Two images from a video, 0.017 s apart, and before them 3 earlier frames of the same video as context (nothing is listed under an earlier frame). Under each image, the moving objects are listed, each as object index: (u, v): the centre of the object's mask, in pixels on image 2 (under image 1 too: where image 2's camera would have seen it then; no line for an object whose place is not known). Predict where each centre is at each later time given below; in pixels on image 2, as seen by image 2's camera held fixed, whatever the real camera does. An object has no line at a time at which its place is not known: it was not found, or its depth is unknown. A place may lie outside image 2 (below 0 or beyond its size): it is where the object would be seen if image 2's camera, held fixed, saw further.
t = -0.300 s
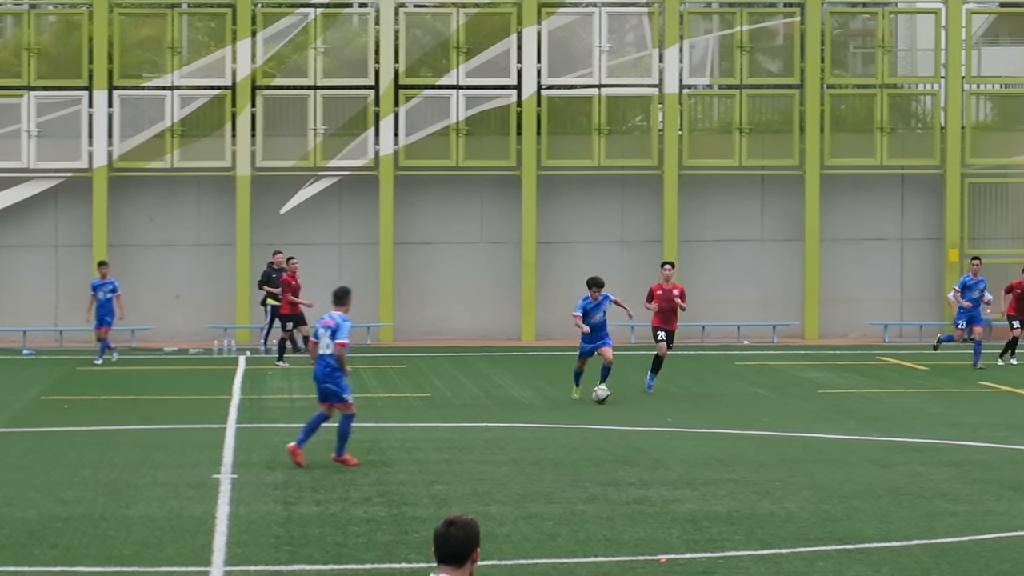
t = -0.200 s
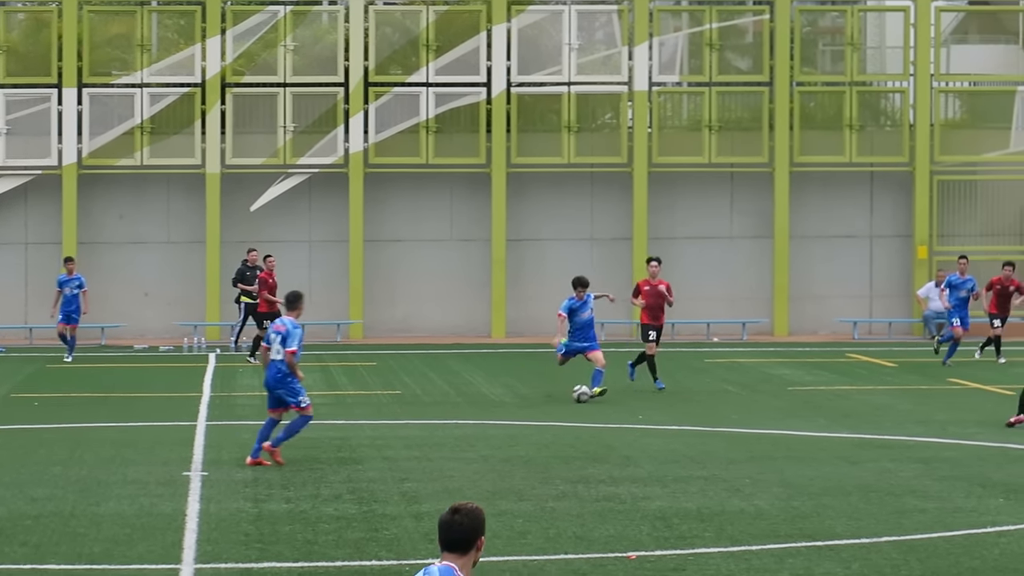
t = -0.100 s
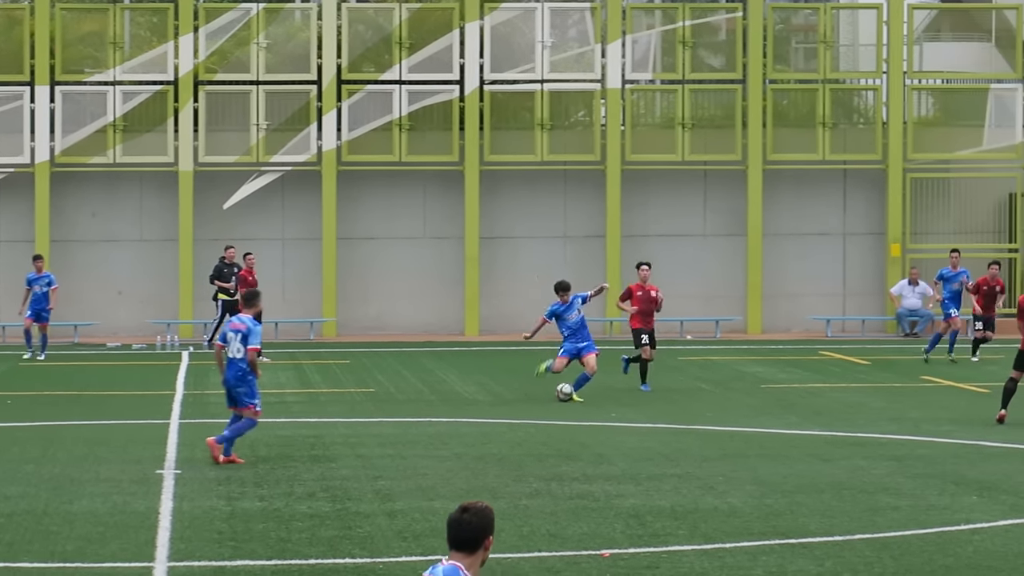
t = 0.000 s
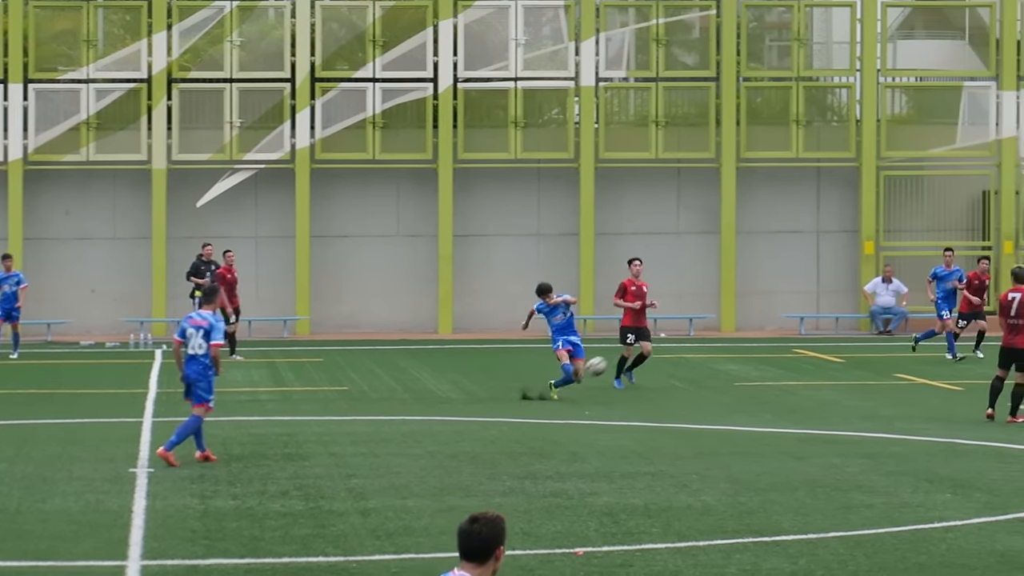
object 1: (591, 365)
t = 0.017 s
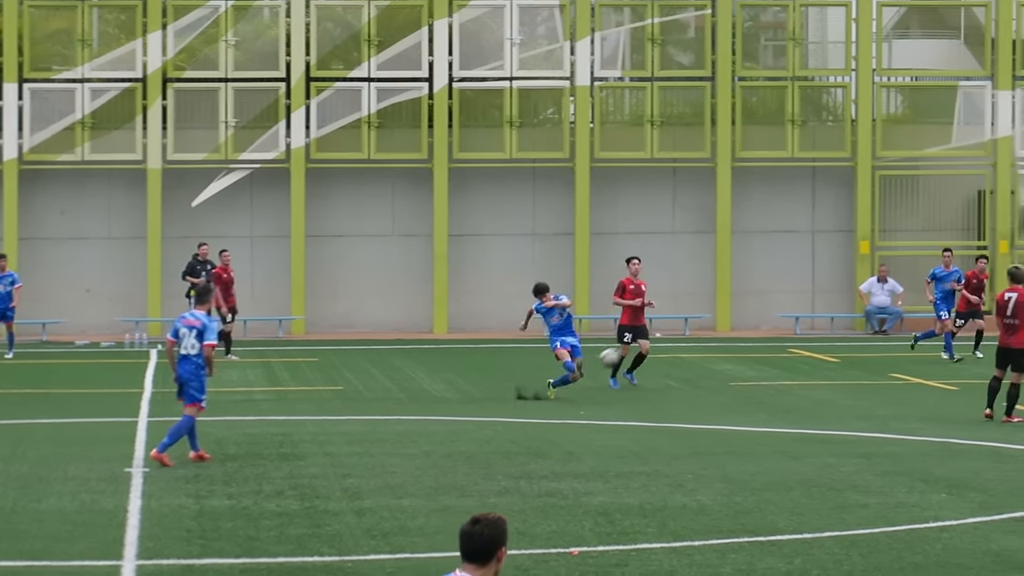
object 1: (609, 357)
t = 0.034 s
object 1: (628, 349)
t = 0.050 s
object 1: (647, 340)
